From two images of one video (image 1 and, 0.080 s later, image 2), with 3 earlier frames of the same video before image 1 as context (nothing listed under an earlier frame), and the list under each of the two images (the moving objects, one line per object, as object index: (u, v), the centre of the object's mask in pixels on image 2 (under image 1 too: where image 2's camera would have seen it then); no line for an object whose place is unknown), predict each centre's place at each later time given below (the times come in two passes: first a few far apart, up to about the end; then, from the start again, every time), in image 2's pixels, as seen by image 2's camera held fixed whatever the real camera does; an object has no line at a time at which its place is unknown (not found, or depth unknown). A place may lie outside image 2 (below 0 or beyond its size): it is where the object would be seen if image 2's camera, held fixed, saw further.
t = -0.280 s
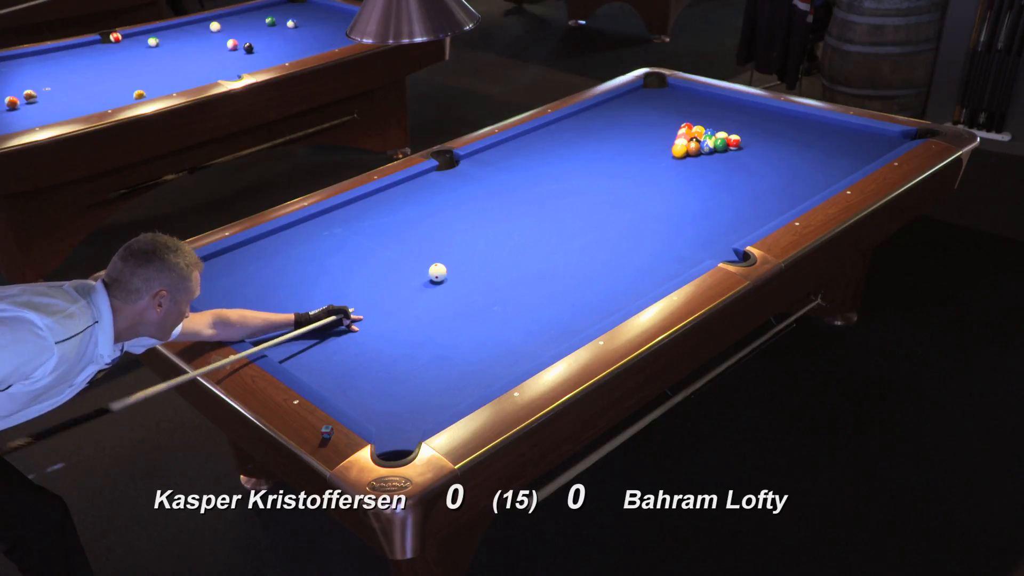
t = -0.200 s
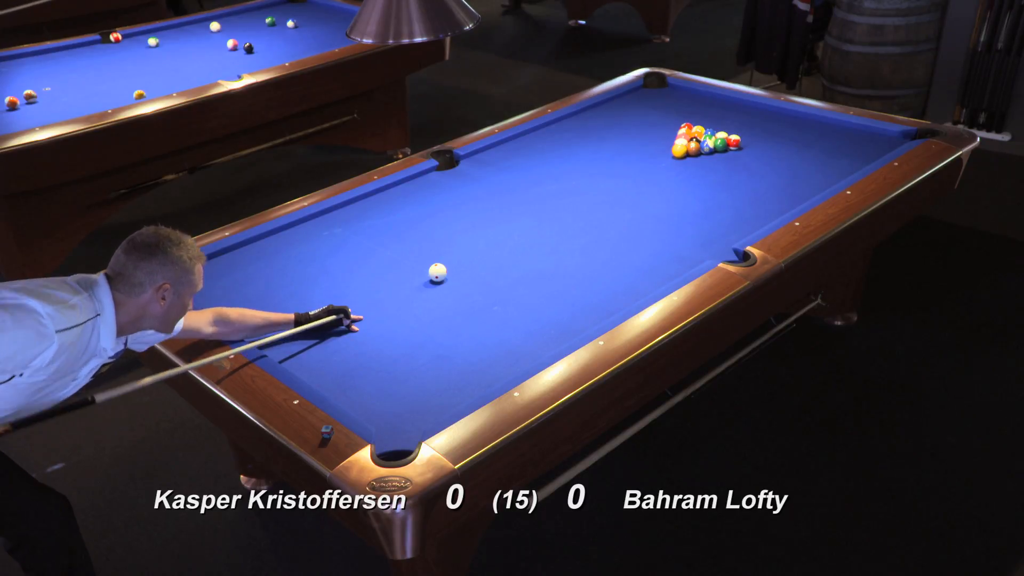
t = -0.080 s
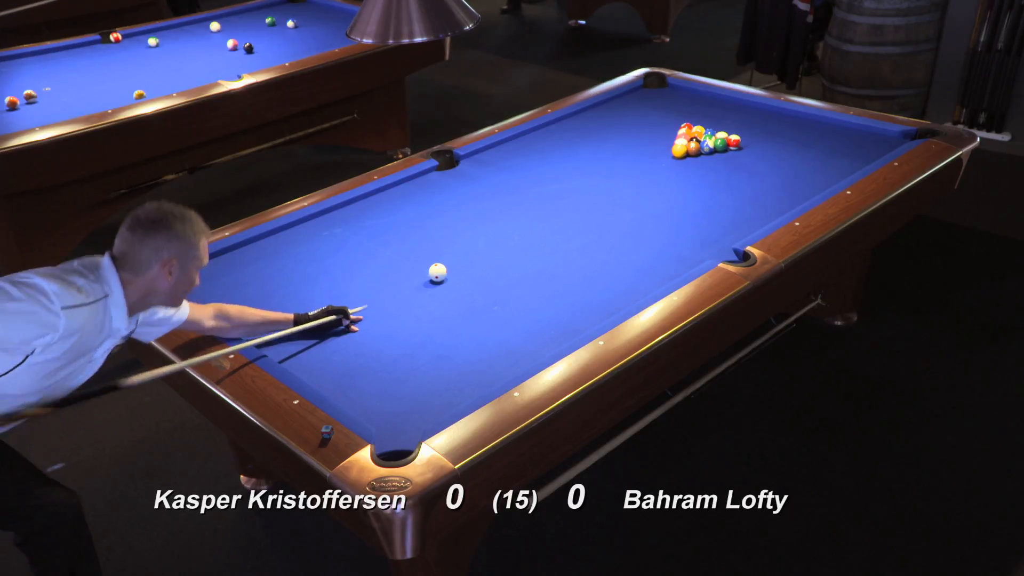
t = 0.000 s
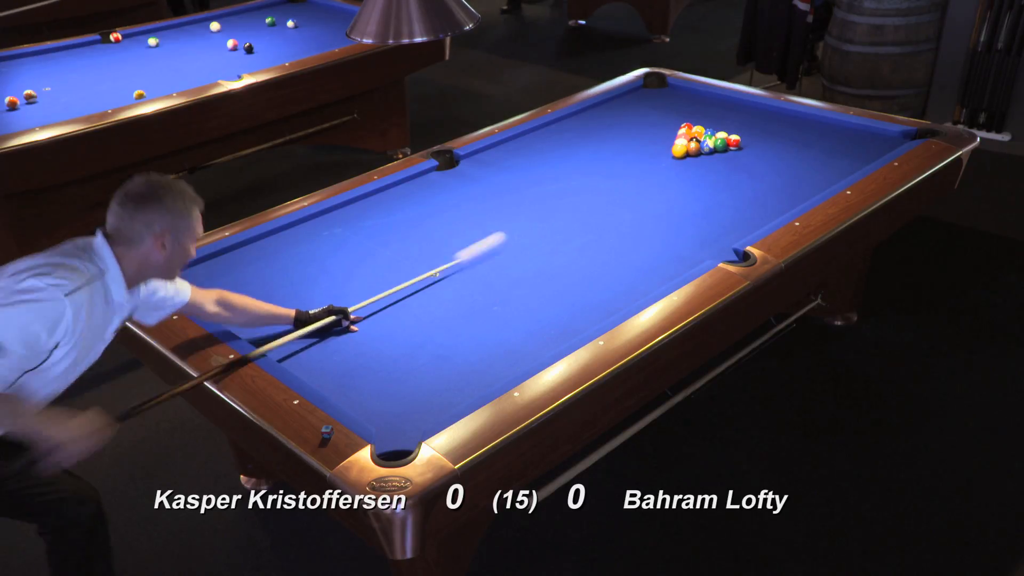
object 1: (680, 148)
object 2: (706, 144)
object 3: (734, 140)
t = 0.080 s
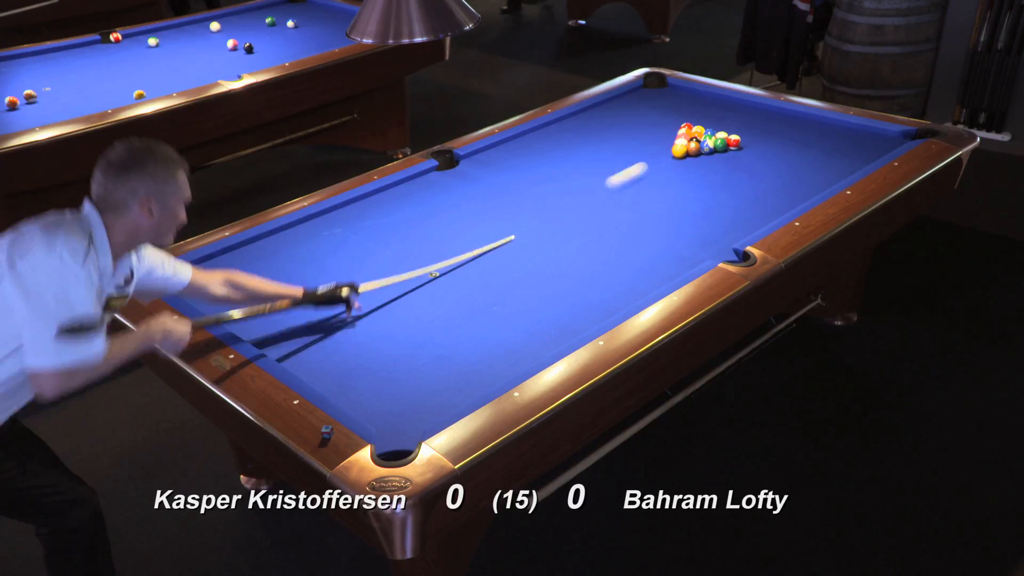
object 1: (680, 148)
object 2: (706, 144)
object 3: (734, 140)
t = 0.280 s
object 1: (658, 156)
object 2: (715, 157)
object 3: (850, 133)
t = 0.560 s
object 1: (624, 166)
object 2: (727, 174)
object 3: (808, 186)
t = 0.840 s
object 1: (590, 175)
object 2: (739, 191)
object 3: (703, 214)
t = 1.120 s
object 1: (557, 184)
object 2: (752, 208)
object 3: (592, 242)
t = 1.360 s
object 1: (529, 192)
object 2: (763, 221)
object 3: (492, 269)
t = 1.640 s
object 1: (496, 201)
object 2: (734, 225)
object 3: (366, 302)
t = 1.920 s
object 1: (464, 209)
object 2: (704, 226)
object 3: (249, 328)
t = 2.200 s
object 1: (433, 218)
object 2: (678, 228)
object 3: (277, 277)
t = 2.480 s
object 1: (403, 226)
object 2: (653, 229)
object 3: (294, 238)
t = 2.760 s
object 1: (374, 234)
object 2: (631, 230)
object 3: (334, 218)
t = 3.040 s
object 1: (346, 241)
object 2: (609, 231)
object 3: (393, 210)
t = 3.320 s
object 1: (319, 249)
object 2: (589, 232)
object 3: (448, 202)
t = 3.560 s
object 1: (297, 254)
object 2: (575, 232)
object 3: (493, 196)
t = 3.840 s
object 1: (272, 261)
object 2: (559, 233)
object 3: (543, 188)
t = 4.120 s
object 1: (250, 267)
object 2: (545, 233)
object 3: (591, 181)
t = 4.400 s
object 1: (229, 272)
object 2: (533, 233)
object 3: (636, 174)
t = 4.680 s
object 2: (524, 233)
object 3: (678, 168)
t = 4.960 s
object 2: (515, 233)
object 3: (719, 162)
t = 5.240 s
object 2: (509, 233)
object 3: (757, 157)
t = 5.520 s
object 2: (506, 233)
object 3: (778, 152)
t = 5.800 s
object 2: (503, 233)
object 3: (785, 148)
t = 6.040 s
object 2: (503, 233)
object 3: (790, 146)
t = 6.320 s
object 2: (503, 233)
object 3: (795, 143)
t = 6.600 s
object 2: (503, 233)
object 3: (799, 141)
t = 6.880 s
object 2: (503, 233)
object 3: (801, 139)
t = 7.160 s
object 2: (503, 233)
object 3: (803, 138)
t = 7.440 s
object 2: (503, 233)
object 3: (804, 137)
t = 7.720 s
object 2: (503, 233)
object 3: (805, 137)
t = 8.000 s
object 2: (503, 233)
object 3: (805, 137)
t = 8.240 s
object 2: (503, 233)
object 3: (805, 137)
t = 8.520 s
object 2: (504, 233)
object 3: (804, 137)
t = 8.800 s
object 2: (504, 233)
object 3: (804, 137)
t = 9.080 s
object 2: (504, 233)
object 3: (805, 137)
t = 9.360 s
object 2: (504, 233)
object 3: (805, 137)
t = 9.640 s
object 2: (504, 233)
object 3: (805, 137)
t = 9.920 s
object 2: (504, 233)
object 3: (805, 137)
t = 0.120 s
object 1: (679, 146)
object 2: (707, 144)
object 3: (743, 139)
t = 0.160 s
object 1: (674, 150)
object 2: (710, 146)
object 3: (779, 135)
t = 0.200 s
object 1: (668, 152)
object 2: (711, 152)
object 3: (815, 130)
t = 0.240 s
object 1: (663, 155)
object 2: (713, 155)
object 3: (848, 126)
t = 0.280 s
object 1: (658, 156)
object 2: (715, 157)
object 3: (850, 133)
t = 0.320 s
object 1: (654, 158)
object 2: (716, 160)
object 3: (848, 142)
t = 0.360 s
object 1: (649, 159)
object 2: (718, 162)
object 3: (846, 151)
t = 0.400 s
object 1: (644, 161)
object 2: (720, 164)
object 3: (845, 160)
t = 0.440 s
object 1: (639, 162)
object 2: (721, 166)
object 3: (842, 169)
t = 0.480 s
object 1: (634, 163)
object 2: (723, 169)
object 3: (839, 176)
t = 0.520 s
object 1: (629, 165)
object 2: (725, 171)
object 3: (824, 181)
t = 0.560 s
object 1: (624, 166)
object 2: (727, 174)
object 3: (808, 186)
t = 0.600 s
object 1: (619, 167)
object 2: (728, 176)
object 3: (793, 189)
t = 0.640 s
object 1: (615, 168)
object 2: (730, 178)
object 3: (778, 194)
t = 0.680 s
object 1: (610, 170)
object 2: (732, 181)
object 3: (763, 197)
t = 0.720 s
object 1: (605, 171)
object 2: (734, 183)
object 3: (748, 202)
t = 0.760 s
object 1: (600, 172)
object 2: (736, 186)
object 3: (733, 205)
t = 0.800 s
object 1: (595, 173)
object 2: (738, 189)
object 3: (718, 209)
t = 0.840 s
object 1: (590, 175)
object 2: (739, 191)
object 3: (703, 214)
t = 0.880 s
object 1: (586, 176)
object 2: (741, 193)
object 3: (688, 217)
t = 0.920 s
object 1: (581, 177)
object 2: (743, 195)
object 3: (672, 221)
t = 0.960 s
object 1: (576, 179)
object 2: (745, 198)
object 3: (657, 225)
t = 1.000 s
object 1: (571, 180)
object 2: (747, 200)
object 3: (641, 230)
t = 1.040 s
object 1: (566, 182)
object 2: (748, 203)
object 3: (625, 234)
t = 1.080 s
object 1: (561, 183)
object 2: (750, 205)
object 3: (609, 238)
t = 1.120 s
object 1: (557, 184)
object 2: (752, 208)
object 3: (592, 242)
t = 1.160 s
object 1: (552, 185)
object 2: (754, 211)
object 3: (576, 247)
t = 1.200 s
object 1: (548, 187)
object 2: (756, 213)
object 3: (559, 252)
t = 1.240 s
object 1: (543, 188)
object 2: (758, 215)
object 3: (543, 255)
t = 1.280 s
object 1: (538, 189)
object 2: (760, 218)
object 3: (526, 260)
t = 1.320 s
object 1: (533, 191)
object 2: (761, 220)
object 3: (509, 264)
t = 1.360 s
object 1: (529, 192)
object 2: (763, 221)
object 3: (492, 269)
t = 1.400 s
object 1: (524, 193)
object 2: (759, 222)
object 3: (474, 273)
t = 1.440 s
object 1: (519, 195)
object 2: (754, 223)
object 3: (457, 278)
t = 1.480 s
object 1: (515, 196)
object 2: (750, 224)
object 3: (439, 283)
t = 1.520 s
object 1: (510, 197)
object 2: (746, 224)
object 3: (421, 288)
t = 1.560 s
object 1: (505, 198)
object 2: (741, 224)
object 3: (403, 292)
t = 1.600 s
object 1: (501, 200)
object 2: (737, 225)
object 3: (385, 298)
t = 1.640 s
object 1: (496, 201)
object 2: (734, 225)
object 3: (366, 302)
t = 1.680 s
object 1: (492, 202)
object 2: (729, 225)
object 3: (348, 308)
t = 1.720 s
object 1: (487, 203)
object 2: (725, 226)
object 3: (328, 312)
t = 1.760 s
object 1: (483, 204)
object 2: (721, 226)
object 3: (309, 318)
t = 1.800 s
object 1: (478, 206)
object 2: (717, 226)
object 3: (289, 323)
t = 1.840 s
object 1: (473, 207)
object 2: (713, 225)
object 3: (270, 328)
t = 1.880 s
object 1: (469, 208)
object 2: (708, 226)
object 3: (251, 332)
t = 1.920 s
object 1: (464, 209)
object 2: (704, 226)
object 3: (249, 328)
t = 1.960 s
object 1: (460, 211)
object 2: (700, 227)
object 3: (256, 318)
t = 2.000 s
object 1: (455, 212)
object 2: (696, 227)
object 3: (261, 311)
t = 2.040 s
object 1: (451, 213)
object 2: (693, 227)
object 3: (265, 303)
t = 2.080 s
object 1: (447, 214)
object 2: (689, 227)
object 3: (269, 296)
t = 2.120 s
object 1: (442, 215)
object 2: (685, 228)
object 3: (272, 290)
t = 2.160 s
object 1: (438, 216)
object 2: (682, 227)
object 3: (275, 283)
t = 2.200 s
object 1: (433, 218)
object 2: (678, 228)
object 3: (277, 277)
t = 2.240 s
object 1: (429, 219)
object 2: (674, 227)
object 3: (279, 272)
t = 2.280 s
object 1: (424, 220)
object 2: (670, 228)
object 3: (282, 266)
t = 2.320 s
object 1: (420, 221)
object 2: (667, 228)
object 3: (284, 260)
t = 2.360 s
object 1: (416, 222)
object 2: (663, 228)
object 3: (287, 254)
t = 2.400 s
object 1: (411, 223)
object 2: (659, 229)
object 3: (290, 249)
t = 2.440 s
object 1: (407, 225)
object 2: (656, 229)
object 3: (291, 244)
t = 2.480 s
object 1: (403, 226)
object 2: (653, 229)
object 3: (294, 238)
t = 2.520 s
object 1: (399, 227)
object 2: (650, 229)
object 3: (296, 234)
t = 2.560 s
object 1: (395, 228)
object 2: (646, 229)
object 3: (298, 229)
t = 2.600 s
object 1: (390, 229)
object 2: (643, 230)
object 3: (300, 224)
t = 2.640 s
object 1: (386, 230)
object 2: (640, 230)
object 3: (308, 222)
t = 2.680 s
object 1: (382, 231)
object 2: (637, 230)
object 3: (316, 221)
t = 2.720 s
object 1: (378, 233)
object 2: (634, 230)
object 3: (326, 220)
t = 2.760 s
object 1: (374, 234)
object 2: (631, 230)
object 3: (334, 218)
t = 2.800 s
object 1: (370, 235)
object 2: (627, 230)
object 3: (342, 215)
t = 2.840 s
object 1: (366, 236)
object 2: (624, 230)
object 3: (351, 216)
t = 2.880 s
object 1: (362, 237)
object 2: (620, 230)
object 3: (360, 215)
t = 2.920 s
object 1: (358, 238)
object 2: (617, 230)
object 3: (368, 214)
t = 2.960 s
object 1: (354, 239)
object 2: (614, 231)
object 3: (377, 212)
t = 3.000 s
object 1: (350, 240)
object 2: (611, 231)
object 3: (384, 212)
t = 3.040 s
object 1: (346, 241)
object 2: (609, 231)
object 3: (393, 210)
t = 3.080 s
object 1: (342, 242)
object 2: (606, 231)
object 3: (400, 209)
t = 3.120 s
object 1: (338, 243)
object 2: (603, 231)
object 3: (409, 208)
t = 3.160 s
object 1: (334, 245)
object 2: (600, 232)
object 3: (417, 207)
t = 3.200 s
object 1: (330, 245)
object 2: (598, 232)
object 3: (425, 206)
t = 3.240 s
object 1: (327, 246)
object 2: (595, 232)
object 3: (432, 204)
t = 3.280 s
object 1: (323, 248)
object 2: (592, 232)
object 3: (440, 203)
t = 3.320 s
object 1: (319, 249)
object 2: (589, 232)
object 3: (448, 202)
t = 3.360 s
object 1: (315, 250)
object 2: (587, 232)
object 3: (456, 201)
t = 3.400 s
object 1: (312, 251)
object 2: (584, 232)
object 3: (464, 200)
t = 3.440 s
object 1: (308, 252)
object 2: (582, 232)
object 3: (471, 199)
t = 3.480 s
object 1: (304, 252)
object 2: (579, 232)
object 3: (478, 198)
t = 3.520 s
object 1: (301, 253)
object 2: (577, 232)
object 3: (485, 197)
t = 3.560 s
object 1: (297, 254)
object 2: (575, 232)
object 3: (493, 196)
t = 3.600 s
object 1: (294, 255)
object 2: (572, 232)
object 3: (500, 194)
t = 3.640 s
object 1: (290, 256)
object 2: (569, 232)
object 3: (508, 193)
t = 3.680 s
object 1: (286, 257)
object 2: (567, 233)
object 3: (515, 193)
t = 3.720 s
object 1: (283, 258)
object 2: (565, 233)
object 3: (522, 192)
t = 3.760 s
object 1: (279, 259)
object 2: (563, 233)
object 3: (529, 190)
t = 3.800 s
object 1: (276, 260)
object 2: (561, 233)
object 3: (536, 189)
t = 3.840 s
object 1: (272, 261)
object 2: (559, 233)
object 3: (543, 188)
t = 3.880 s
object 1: (269, 262)
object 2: (557, 233)
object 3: (550, 187)
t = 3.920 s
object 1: (266, 263)
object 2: (555, 233)
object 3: (557, 186)
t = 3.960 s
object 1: (263, 264)
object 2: (553, 233)
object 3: (564, 185)
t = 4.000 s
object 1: (259, 264)
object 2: (551, 233)
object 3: (570, 184)
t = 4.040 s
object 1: (256, 265)
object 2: (549, 233)
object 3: (578, 183)
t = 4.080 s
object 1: (253, 266)
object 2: (547, 233)
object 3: (584, 182)
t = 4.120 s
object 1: (250, 267)
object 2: (545, 233)
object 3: (591, 181)
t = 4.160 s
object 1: (247, 268)
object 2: (543, 233)
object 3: (598, 180)
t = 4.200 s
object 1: (244, 269)
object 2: (541, 233)
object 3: (603, 179)
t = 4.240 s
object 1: (241, 269)
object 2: (540, 233)
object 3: (610, 178)
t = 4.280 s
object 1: (238, 270)
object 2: (538, 233)
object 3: (617, 177)
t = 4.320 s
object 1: (235, 271)
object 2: (536, 233)
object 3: (623, 177)
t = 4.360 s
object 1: (231, 272)
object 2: (535, 233)
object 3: (630, 175)
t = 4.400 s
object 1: (229, 272)
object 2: (533, 233)
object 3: (636, 174)
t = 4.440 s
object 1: (226, 274)
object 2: (532, 233)
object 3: (642, 174)
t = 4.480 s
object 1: (223, 274)
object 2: (530, 234)
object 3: (648, 172)
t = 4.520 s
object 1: (220, 275)
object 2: (529, 233)
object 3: (654, 172)
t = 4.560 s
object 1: (217, 275)
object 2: (527, 233)
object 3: (660, 171)
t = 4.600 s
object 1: (214, 276)
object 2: (526, 233)
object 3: (666, 170)
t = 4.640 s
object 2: (525, 233)
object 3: (672, 169)
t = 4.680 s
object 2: (524, 233)
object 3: (678, 168)
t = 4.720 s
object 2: (522, 233)
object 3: (685, 167)
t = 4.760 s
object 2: (521, 233)
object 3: (690, 167)
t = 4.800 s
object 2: (520, 233)
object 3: (696, 166)
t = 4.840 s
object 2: (519, 233)
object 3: (702, 165)
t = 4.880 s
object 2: (517, 233)
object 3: (707, 164)
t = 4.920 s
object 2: (516, 233)
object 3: (713, 163)
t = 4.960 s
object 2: (515, 233)
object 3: (719, 162)
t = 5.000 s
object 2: (514, 233)
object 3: (724, 162)
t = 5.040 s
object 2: (513, 233)
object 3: (730, 161)
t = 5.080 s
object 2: (512, 233)
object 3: (736, 160)
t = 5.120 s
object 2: (512, 233)
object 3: (741, 159)
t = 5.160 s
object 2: (511, 233)
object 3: (746, 158)
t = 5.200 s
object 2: (510, 233)
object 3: (752, 157)
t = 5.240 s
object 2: (509, 233)
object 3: (757, 157)
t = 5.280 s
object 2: (509, 233)
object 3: (762, 156)
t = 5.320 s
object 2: (508, 233)
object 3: (768, 155)
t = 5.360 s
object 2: (507, 233)
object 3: (773, 154)
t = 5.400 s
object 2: (507, 233)
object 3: (775, 154)
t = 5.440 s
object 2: (506, 233)
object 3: (776, 154)
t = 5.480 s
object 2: (506, 233)
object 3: (777, 153)
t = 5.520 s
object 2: (506, 233)
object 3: (778, 152)
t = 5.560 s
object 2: (505, 233)
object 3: (779, 151)
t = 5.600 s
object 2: (505, 233)
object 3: (780, 151)
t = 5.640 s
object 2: (504, 233)
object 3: (781, 150)
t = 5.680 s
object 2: (504, 233)
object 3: (782, 149)
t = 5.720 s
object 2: (504, 233)
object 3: (783, 149)
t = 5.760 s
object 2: (504, 233)
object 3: (784, 148)
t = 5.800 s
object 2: (503, 233)
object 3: (785, 148)
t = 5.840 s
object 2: (503, 233)
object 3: (786, 148)
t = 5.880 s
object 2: (503, 233)
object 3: (787, 148)
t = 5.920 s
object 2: (503, 233)
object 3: (787, 147)
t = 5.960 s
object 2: (503, 233)
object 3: (788, 147)
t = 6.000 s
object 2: (503, 233)
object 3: (789, 146)
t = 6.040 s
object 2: (503, 233)
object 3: (790, 146)
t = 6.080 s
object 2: (503, 233)
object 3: (791, 145)
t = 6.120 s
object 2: (503, 233)
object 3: (792, 145)
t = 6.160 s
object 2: (503, 233)
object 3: (792, 145)
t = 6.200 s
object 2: (503, 233)
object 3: (793, 144)
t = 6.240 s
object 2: (503, 233)
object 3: (793, 144)
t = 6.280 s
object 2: (503, 233)
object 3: (794, 143)
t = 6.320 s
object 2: (503, 233)
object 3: (795, 143)
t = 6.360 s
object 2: (503, 233)
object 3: (795, 143)
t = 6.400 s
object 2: (503, 233)
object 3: (796, 142)
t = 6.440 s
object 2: (503, 233)
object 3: (796, 142)
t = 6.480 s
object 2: (503, 233)
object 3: (797, 142)
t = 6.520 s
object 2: (503, 233)
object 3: (798, 141)
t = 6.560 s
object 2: (503, 233)
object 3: (798, 141)
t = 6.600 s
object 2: (503, 233)
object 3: (799, 141)
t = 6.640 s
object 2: (503, 233)
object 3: (799, 140)
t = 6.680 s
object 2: (503, 233)
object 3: (800, 140)
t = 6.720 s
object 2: (503, 233)
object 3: (800, 140)
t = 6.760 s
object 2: (503, 233)
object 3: (800, 140)
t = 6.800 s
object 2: (503, 233)
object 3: (801, 139)
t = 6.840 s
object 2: (503, 233)
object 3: (801, 139)
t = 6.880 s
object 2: (503, 233)
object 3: (801, 139)
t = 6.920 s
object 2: (503, 233)
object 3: (802, 139)
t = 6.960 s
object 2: (503, 233)
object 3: (802, 139)
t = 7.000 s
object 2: (503, 233)
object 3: (802, 139)
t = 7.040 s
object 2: (503, 233)
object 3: (803, 138)
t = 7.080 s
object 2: (503, 233)
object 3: (803, 138)
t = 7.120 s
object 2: (503, 233)
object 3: (803, 138)
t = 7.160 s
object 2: (503, 233)
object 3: (803, 138)
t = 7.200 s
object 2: (503, 233)
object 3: (803, 138)
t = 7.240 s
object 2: (503, 233)
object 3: (803, 138)
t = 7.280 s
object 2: (503, 233)
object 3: (804, 138)
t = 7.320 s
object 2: (503, 233)
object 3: (804, 138)
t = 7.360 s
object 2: (503, 233)
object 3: (804, 138)
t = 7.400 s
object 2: (503, 233)
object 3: (804, 137)
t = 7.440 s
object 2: (503, 233)
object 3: (804, 137)
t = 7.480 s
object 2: (503, 233)
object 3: (804, 137)
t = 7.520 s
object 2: (503, 233)
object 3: (804, 137)
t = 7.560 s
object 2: (503, 233)
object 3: (805, 137)
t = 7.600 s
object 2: (503, 233)
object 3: (805, 137)
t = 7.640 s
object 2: (503, 233)
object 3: (805, 137)
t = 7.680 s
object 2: (503, 233)
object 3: (805, 137)
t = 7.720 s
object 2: (503, 233)
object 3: (805, 137)
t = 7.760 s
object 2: (503, 233)
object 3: (805, 137)
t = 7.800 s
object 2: (503, 233)
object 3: (805, 137)
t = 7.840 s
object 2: (503, 233)
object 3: (805, 137)
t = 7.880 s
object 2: (503, 233)
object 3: (805, 137)
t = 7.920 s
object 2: (503, 233)
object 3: (805, 137)
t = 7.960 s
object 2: (503, 233)
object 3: (805, 137)
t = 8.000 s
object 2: (503, 233)
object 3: (805, 137)
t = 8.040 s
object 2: (503, 233)
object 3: (805, 137)
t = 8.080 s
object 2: (503, 233)
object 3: (805, 137)
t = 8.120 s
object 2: (503, 233)
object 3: (805, 137)
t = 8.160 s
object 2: (503, 233)
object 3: (805, 137)
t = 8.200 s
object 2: (503, 233)
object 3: (805, 137)
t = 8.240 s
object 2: (503, 233)
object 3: (805, 137)
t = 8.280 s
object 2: (504, 233)
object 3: (804, 137)
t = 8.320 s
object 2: (504, 233)
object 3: (804, 138)
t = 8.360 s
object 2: (504, 233)
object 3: (804, 137)
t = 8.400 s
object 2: (504, 233)
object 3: (804, 137)
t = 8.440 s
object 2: (504, 233)
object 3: (804, 137)
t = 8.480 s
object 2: (504, 233)
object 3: (804, 137)
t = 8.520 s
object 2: (504, 233)
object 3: (804, 137)
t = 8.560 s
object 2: (504, 233)
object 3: (804, 137)
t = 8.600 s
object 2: (504, 233)
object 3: (804, 138)
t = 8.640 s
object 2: (504, 233)
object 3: (804, 137)
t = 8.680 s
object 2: (504, 233)
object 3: (804, 137)
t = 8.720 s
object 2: (504, 233)
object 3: (804, 137)
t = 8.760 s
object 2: (504, 233)
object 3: (804, 137)
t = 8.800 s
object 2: (504, 233)
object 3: (804, 137)
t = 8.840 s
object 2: (504, 233)
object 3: (805, 137)
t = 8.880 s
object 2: (504, 233)
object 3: (805, 137)
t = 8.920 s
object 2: (504, 233)
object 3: (805, 137)
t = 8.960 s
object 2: (504, 233)
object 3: (805, 137)
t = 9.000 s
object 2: (504, 233)
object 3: (805, 137)
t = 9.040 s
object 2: (504, 233)
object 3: (805, 137)
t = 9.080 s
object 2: (504, 233)
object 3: (805, 137)
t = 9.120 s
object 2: (504, 233)
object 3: (805, 137)
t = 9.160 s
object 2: (504, 233)
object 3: (805, 137)
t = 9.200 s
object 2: (504, 233)
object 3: (805, 137)
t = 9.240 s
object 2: (504, 233)
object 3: (805, 137)
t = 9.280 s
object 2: (504, 233)
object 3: (805, 137)
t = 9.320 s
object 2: (504, 233)
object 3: (805, 137)
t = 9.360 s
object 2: (504, 233)
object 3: (805, 137)
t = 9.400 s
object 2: (504, 233)
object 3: (805, 137)
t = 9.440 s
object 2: (504, 233)
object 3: (805, 137)
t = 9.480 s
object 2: (504, 233)
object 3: (805, 137)
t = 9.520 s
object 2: (504, 233)
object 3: (805, 137)
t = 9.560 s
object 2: (504, 233)
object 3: (805, 137)
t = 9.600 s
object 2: (504, 233)
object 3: (805, 137)
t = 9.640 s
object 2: (504, 233)
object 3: (805, 137)
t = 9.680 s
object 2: (504, 233)
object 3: (805, 137)
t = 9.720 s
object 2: (504, 233)
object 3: (805, 137)
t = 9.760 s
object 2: (504, 233)
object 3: (805, 137)
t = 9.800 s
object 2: (504, 233)
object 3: (804, 137)
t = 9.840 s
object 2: (504, 233)
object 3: (805, 137)
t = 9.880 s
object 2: (504, 233)
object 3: (805, 137)
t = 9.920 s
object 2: (504, 233)
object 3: (805, 137)
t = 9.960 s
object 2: (504, 233)
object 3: (805, 137)
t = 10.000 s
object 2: (504, 233)
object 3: (805, 137)
